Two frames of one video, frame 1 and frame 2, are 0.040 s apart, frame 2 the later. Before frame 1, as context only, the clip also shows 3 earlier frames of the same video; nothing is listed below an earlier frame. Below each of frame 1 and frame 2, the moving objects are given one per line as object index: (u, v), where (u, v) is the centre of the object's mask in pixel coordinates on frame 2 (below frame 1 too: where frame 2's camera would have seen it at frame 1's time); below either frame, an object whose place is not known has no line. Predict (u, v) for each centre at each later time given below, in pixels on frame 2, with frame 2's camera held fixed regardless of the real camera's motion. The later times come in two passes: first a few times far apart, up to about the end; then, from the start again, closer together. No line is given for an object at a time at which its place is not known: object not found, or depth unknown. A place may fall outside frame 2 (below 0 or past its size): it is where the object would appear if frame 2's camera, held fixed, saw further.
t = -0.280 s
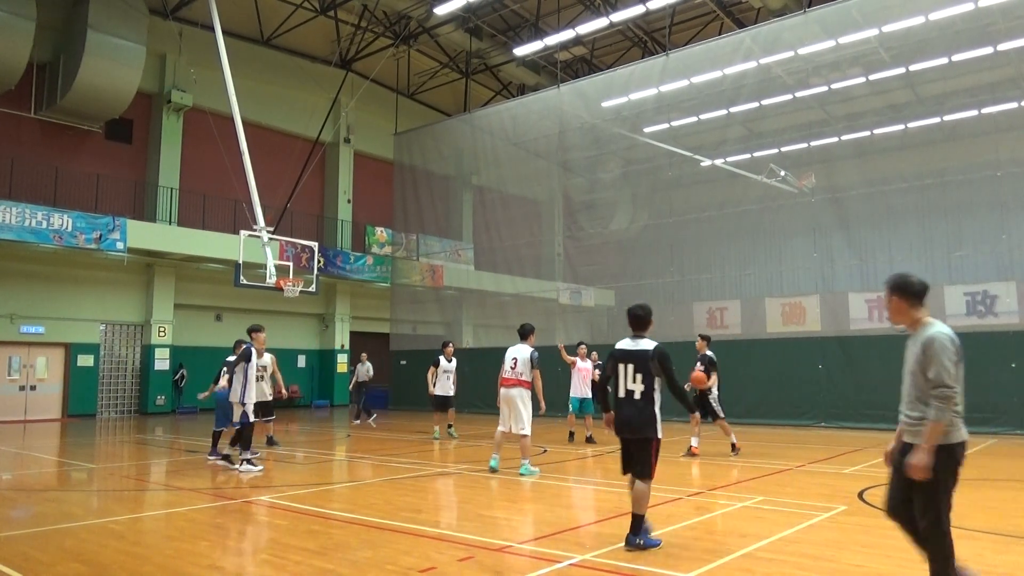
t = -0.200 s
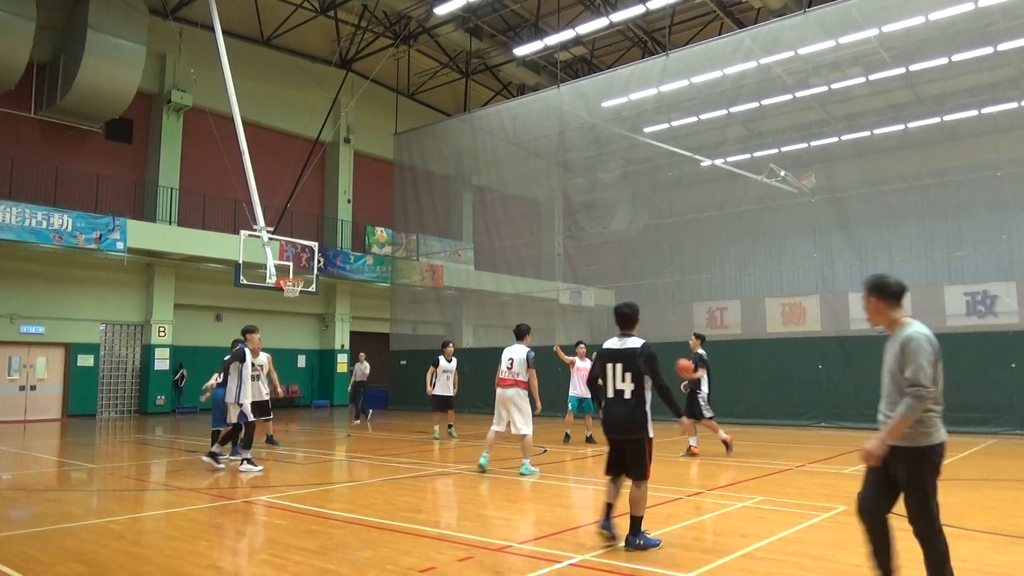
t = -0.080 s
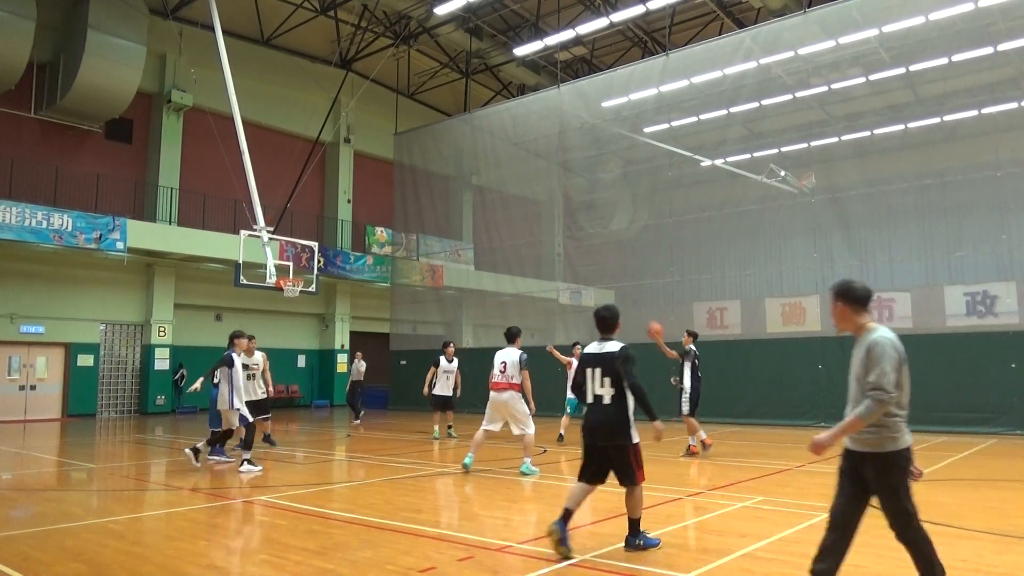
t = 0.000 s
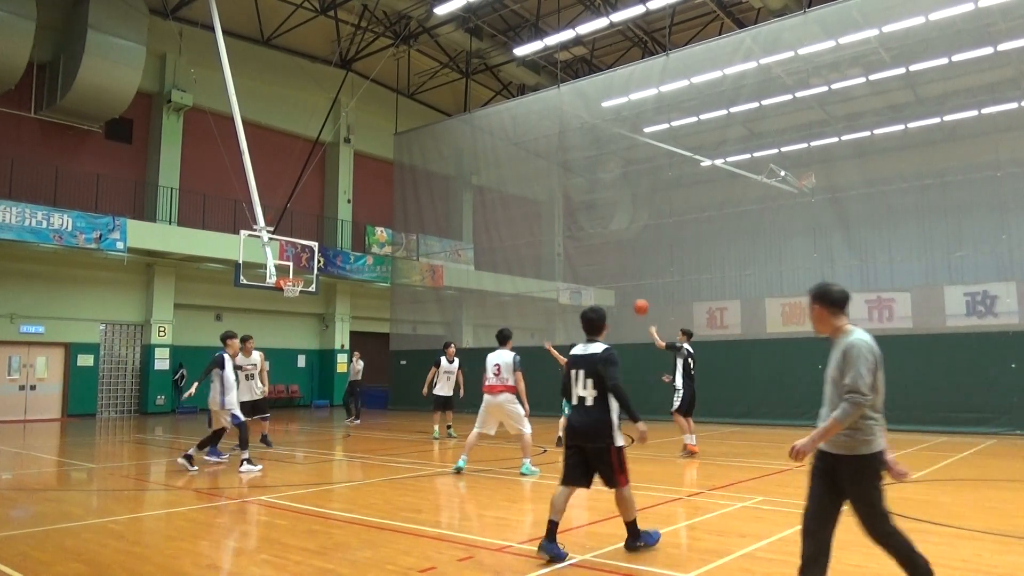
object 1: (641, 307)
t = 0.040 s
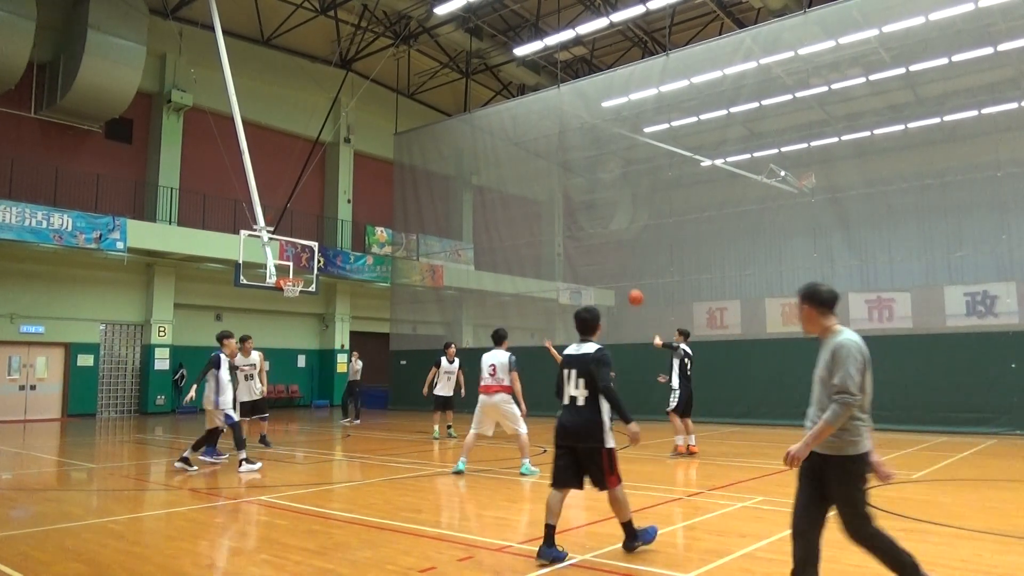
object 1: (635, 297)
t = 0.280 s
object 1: (607, 265)
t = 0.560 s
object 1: (580, 269)
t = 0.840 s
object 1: (559, 304)
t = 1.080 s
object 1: (542, 350)
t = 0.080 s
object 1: (631, 289)
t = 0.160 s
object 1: (620, 276)
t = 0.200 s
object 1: (616, 272)
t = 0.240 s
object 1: (611, 268)
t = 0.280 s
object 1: (607, 265)
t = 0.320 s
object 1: (603, 264)
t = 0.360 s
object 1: (599, 263)
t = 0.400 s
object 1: (595, 263)
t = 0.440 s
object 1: (590, 263)
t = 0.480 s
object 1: (587, 264)
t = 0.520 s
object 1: (583, 267)
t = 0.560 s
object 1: (580, 269)
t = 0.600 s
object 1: (577, 273)
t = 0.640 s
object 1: (573, 276)
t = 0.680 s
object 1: (570, 281)
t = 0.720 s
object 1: (567, 286)
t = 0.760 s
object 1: (564, 292)
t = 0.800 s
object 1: (561, 297)
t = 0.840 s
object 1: (559, 304)
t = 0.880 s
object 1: (556, 311)
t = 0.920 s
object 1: (553, 318)
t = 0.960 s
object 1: (551, 326)
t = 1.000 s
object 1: (548, 334)
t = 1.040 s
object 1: (546, 343)
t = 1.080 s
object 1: (542, 350)
